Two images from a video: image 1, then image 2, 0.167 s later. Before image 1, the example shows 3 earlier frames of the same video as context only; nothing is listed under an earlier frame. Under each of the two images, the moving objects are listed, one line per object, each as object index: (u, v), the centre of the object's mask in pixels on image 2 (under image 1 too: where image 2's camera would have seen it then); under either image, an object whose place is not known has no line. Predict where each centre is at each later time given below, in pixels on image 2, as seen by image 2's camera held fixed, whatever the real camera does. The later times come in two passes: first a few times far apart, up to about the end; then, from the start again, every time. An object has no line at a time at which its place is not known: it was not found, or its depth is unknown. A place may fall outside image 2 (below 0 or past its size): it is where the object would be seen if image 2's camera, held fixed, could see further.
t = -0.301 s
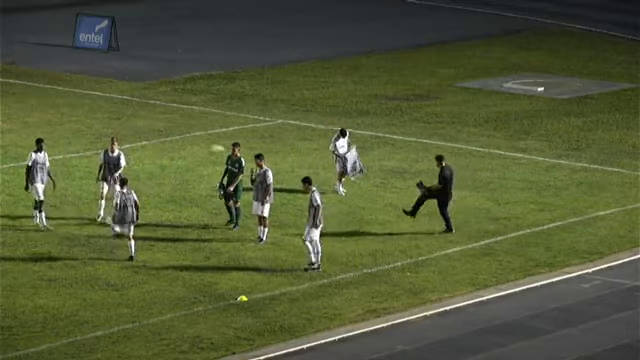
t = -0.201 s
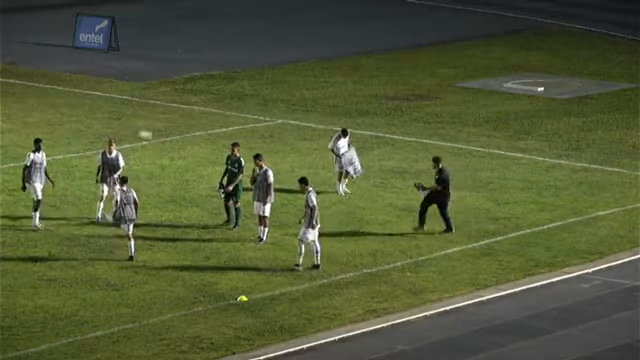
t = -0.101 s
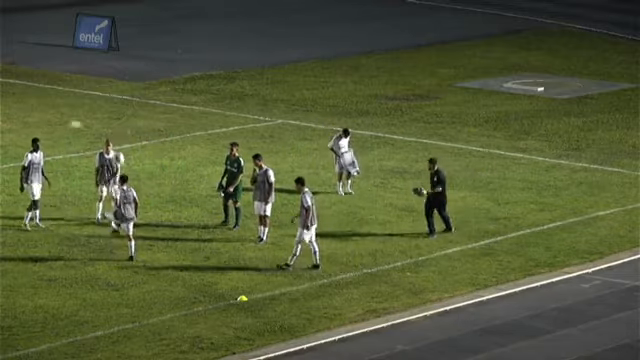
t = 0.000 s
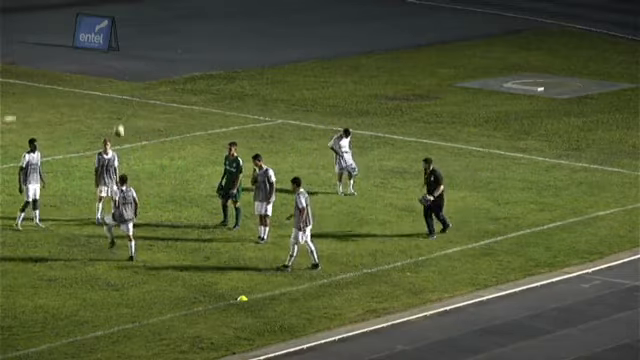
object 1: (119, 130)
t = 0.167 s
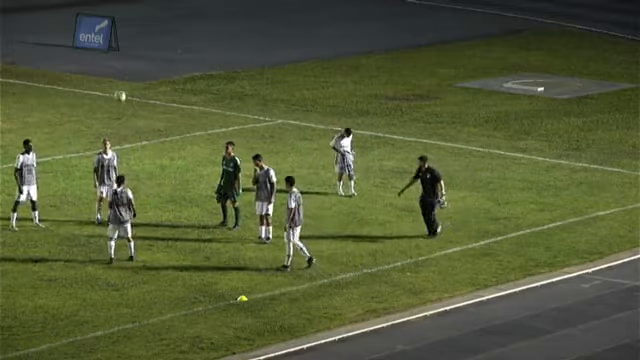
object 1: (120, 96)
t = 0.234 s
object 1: (120, 86)
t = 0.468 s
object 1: (120, 69)
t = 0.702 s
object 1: (122, 78)
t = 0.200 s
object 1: (120, 90)
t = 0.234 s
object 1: (120, 86)
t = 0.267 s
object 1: (120, 81)
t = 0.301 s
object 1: (120, 77)
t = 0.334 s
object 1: (120, 74)
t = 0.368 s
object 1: (120, 72)
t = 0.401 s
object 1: (120, 71)
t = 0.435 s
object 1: (120, 70)
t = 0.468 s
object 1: (120, 69)
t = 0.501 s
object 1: (120, 70)
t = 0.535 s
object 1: (120, 69)
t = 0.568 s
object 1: (121, 70)
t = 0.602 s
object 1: (121, 71)
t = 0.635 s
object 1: (122, 72)
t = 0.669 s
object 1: (122, 74)
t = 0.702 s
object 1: (122, 78)
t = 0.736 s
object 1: (122, 82)
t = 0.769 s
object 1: (122, 85)
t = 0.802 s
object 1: (122, 90)
